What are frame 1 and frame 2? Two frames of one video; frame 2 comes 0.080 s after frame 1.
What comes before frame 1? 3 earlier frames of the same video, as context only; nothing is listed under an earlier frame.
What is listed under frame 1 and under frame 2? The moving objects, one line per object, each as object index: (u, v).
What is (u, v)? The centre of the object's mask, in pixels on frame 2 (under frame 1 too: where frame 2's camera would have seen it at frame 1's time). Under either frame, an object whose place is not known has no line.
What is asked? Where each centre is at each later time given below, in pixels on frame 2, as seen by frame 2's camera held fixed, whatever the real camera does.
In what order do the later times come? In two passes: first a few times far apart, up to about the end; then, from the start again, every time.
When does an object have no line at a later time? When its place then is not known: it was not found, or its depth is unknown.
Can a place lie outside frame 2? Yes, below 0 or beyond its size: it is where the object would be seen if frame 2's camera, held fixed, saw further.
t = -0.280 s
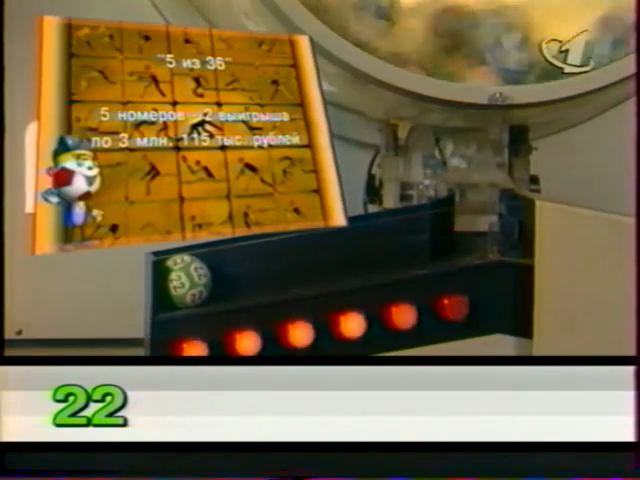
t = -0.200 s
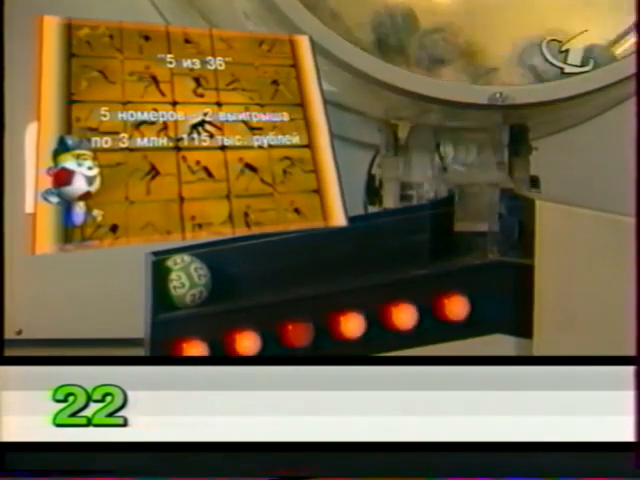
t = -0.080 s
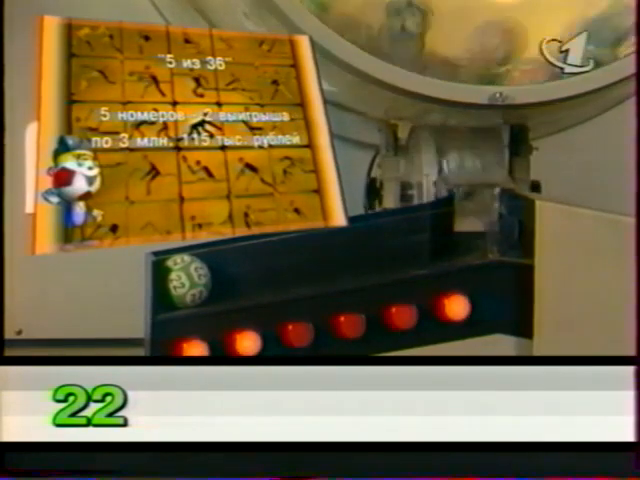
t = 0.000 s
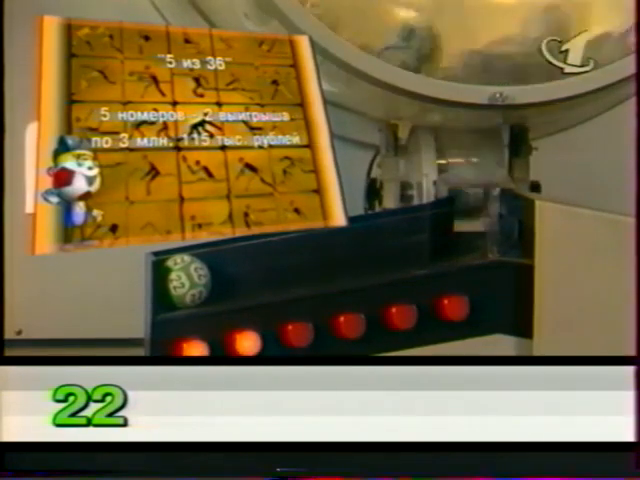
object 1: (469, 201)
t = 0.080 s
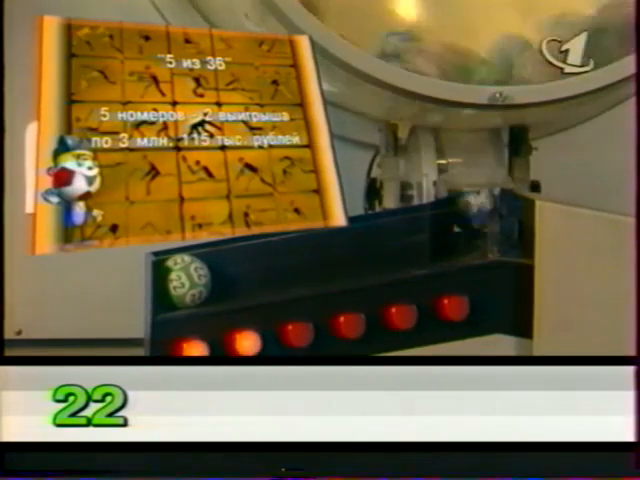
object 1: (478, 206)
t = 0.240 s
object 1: (476, 213)
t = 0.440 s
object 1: (473, 223)
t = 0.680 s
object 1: (413, 241)
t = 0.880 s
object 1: (324, 257)
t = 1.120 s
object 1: (256, 267)
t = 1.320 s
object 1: (259, 267)
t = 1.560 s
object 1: (240, 271)
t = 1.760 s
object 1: (237, 272)
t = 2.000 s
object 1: (237, 272)
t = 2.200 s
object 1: (237, 272)
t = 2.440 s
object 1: (237, 272)
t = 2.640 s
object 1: (237, 272)
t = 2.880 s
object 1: (237, 272)
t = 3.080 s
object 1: (237, 272)
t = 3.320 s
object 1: (237, 272)
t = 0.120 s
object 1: (479, 208)
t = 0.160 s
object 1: (479, 210)
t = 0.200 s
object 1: (478, 211)
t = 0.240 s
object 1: (476, 213)
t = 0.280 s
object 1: (478, 215)
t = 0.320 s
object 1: (480, 218)
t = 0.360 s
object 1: (482, 221)
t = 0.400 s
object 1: (477, 220)
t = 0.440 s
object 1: (473, 223)
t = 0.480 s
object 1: (468, 228)
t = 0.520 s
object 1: (460, 231)
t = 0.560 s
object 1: (451, 235)
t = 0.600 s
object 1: (439, 236)
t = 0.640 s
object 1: (426, 239)
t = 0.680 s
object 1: (413, 241)
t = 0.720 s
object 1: (399, 244)
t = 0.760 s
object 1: (383, 247)
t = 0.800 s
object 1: (365, 250)
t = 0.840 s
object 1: (346, 254)
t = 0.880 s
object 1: (324, 257)
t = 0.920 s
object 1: (301, 260)
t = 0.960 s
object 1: (276, 264)
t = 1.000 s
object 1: (249, 268)
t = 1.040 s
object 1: (239, 268)
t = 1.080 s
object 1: (250, 268)
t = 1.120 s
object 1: (256, 267)
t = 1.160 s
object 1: (260, 266)
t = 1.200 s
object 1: (262, 267)
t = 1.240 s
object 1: (263, 267)
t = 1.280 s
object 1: (262, 267)
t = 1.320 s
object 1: (259, 267)
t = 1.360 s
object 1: (254, 268)
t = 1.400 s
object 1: (248, 270)
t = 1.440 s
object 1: (241, 271)
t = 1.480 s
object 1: (238, 271)
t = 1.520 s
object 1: (240, 271)
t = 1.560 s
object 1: (240, 271)
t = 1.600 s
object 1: (239, 271)
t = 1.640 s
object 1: (237, 272)
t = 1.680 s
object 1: (237, 271)
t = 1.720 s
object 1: (237, 272)
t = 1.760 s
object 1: (237, 272)
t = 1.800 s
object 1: (237, 272)
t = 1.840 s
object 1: (237, 272)
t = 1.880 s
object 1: (237, 272)
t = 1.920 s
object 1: (237, 272)
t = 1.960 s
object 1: (237, 272)
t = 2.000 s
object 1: (237, 272)
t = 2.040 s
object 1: (237, 272)
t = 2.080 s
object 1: (237, 272)
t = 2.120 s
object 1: (237, 272)
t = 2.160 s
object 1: (237, 272)
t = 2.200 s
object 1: (237, 272)
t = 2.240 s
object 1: (237, 272)
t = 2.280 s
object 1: (237, 272)
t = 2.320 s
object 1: (237, 272)
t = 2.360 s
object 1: (237, 272)
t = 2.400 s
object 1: (237, 272)
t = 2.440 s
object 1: (237, 272)
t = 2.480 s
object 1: (237, 272)
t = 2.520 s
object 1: (237, 272)
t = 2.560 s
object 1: (237, 272)
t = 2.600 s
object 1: (237, 272)
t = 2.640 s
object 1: (237, 272)
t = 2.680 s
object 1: (237, 272)
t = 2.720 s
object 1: (237, 272)
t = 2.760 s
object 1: (237, 272)
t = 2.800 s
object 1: (237, 272)
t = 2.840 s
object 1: (237, 272)
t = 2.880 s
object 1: (237, 272)
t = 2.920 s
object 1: (237, 272)
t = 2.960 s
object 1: (237, 272)
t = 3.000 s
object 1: (237, 272)
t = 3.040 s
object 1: (237, 272)
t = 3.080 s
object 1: (237, 272)
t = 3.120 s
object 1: (237, 272)
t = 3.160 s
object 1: (237, 272)
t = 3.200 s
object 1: (237, 272)
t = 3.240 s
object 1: (237, 272)
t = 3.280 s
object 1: (237, 272)
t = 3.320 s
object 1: (237, 272)
